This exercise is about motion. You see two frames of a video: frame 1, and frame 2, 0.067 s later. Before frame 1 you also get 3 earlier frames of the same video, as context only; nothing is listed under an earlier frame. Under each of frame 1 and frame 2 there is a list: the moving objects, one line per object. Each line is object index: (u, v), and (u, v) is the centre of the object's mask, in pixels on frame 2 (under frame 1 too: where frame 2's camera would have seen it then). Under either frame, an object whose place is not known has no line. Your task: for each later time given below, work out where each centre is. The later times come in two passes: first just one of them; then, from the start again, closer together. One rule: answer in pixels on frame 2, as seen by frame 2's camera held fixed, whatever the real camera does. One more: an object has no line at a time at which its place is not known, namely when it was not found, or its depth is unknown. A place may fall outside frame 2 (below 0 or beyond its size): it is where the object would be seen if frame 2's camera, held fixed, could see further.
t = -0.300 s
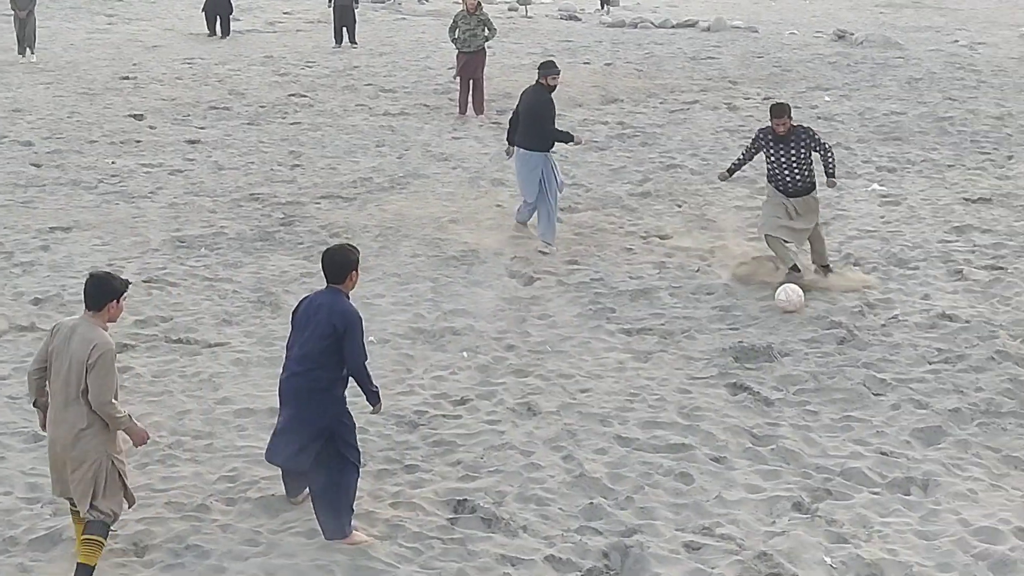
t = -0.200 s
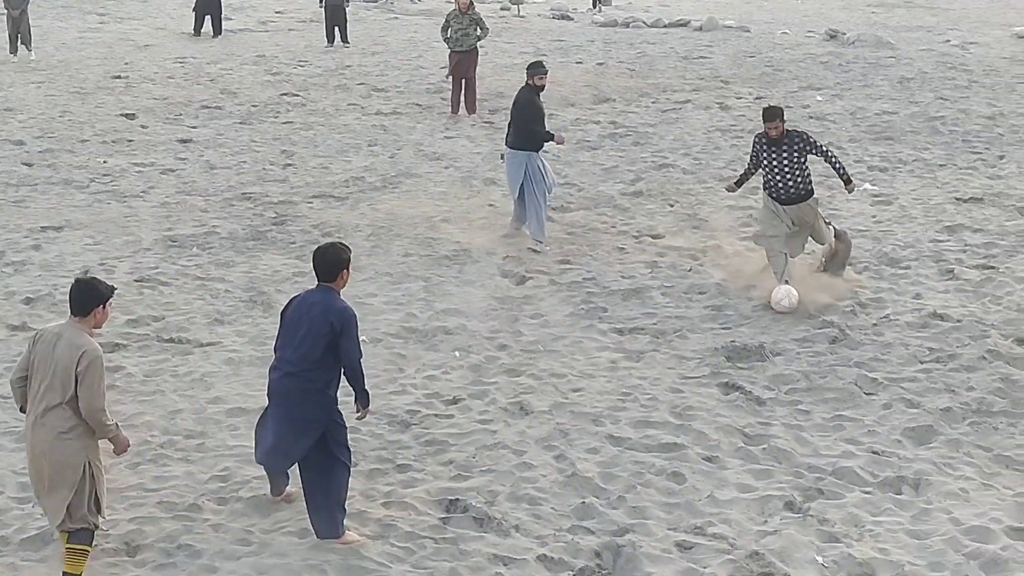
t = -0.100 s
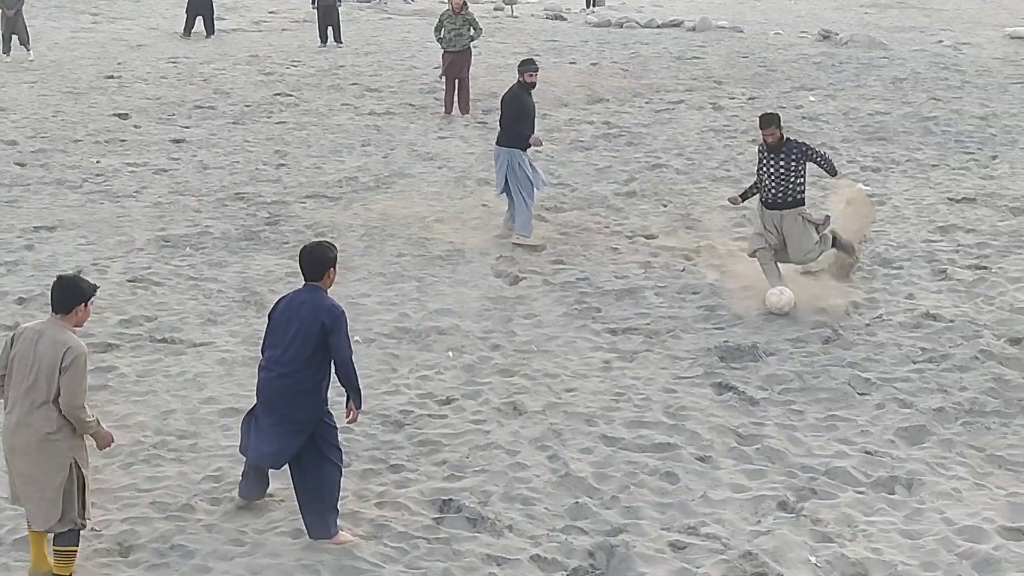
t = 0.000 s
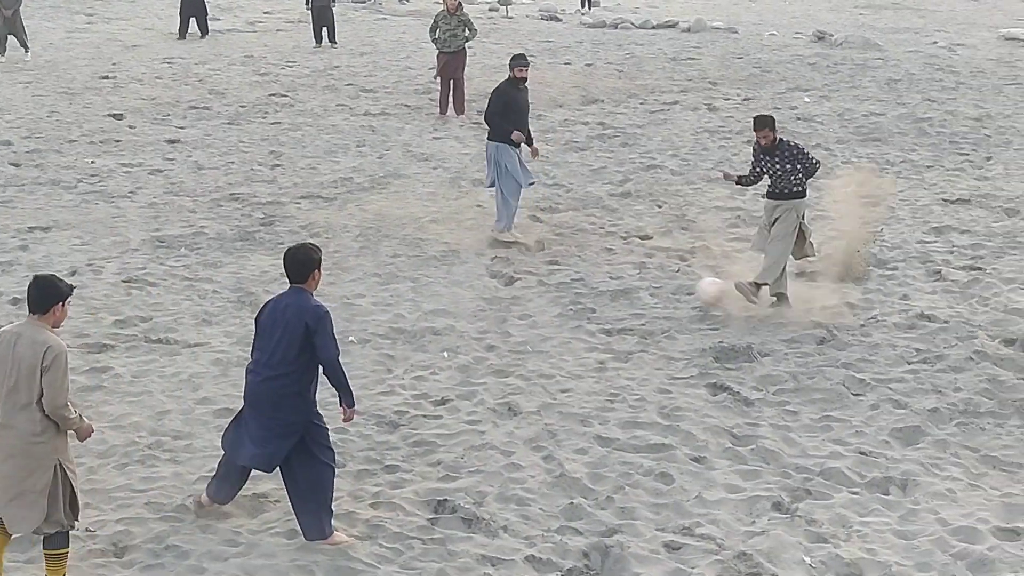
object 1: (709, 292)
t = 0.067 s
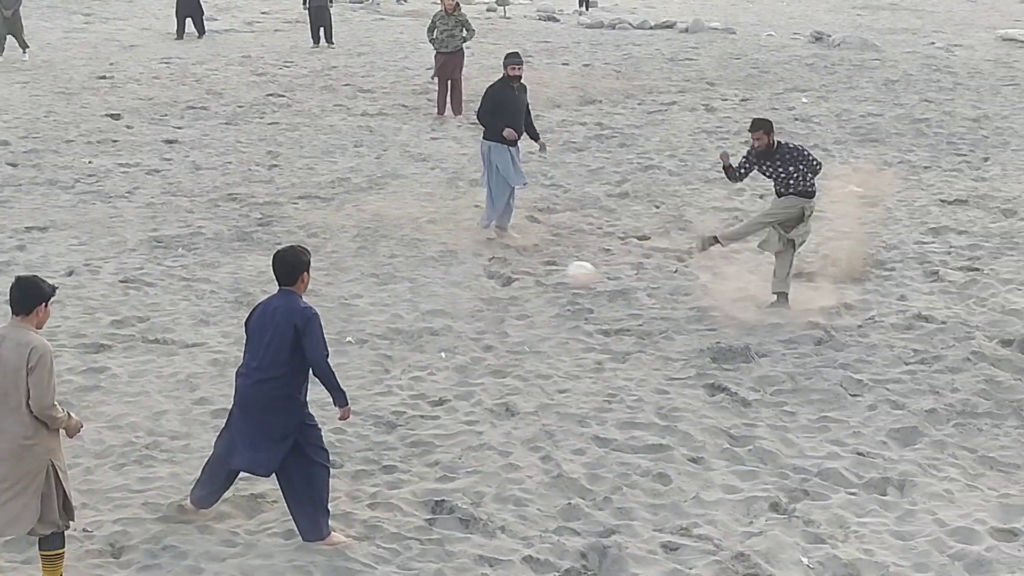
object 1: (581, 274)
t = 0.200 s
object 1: (333, 253)
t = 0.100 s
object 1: (517, 268)
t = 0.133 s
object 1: (456, 262)
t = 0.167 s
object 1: (394, 257)
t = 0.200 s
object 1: (333, 253)
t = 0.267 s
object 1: (214, 252)
